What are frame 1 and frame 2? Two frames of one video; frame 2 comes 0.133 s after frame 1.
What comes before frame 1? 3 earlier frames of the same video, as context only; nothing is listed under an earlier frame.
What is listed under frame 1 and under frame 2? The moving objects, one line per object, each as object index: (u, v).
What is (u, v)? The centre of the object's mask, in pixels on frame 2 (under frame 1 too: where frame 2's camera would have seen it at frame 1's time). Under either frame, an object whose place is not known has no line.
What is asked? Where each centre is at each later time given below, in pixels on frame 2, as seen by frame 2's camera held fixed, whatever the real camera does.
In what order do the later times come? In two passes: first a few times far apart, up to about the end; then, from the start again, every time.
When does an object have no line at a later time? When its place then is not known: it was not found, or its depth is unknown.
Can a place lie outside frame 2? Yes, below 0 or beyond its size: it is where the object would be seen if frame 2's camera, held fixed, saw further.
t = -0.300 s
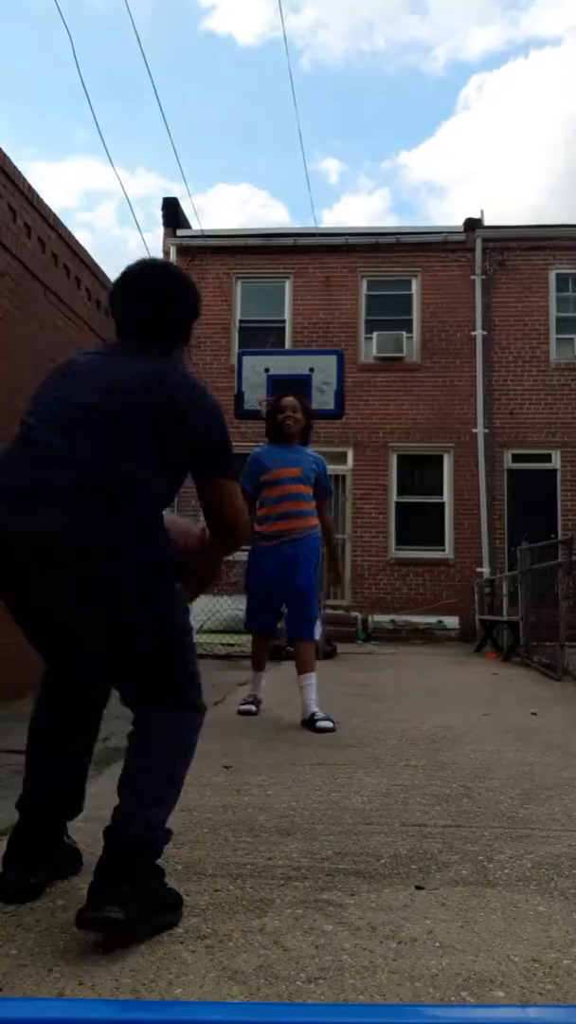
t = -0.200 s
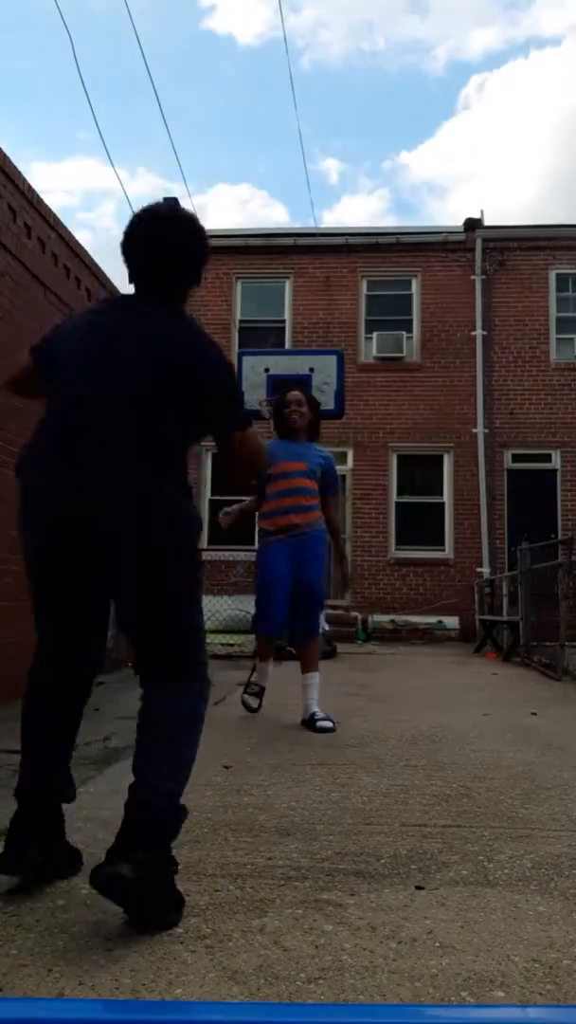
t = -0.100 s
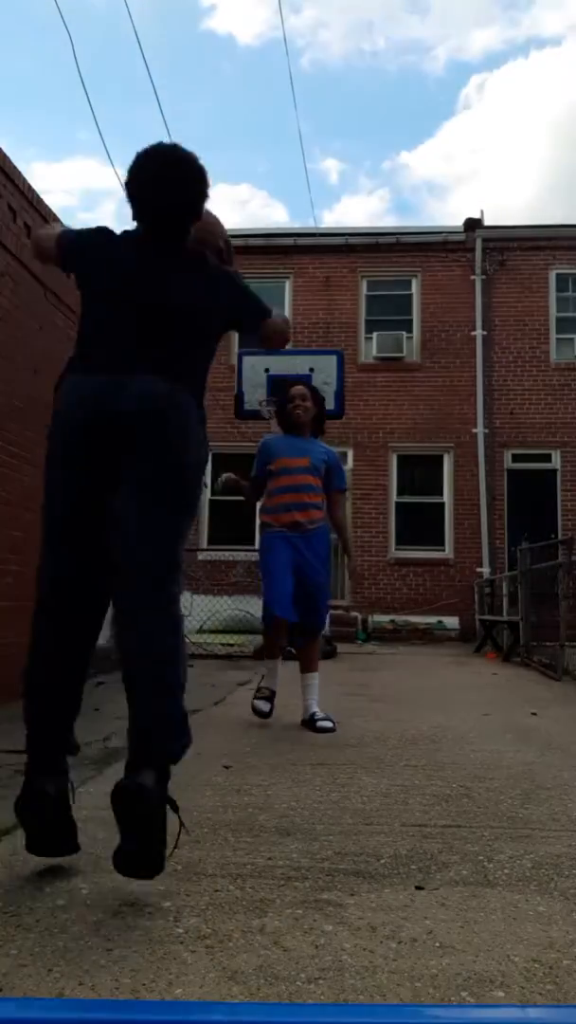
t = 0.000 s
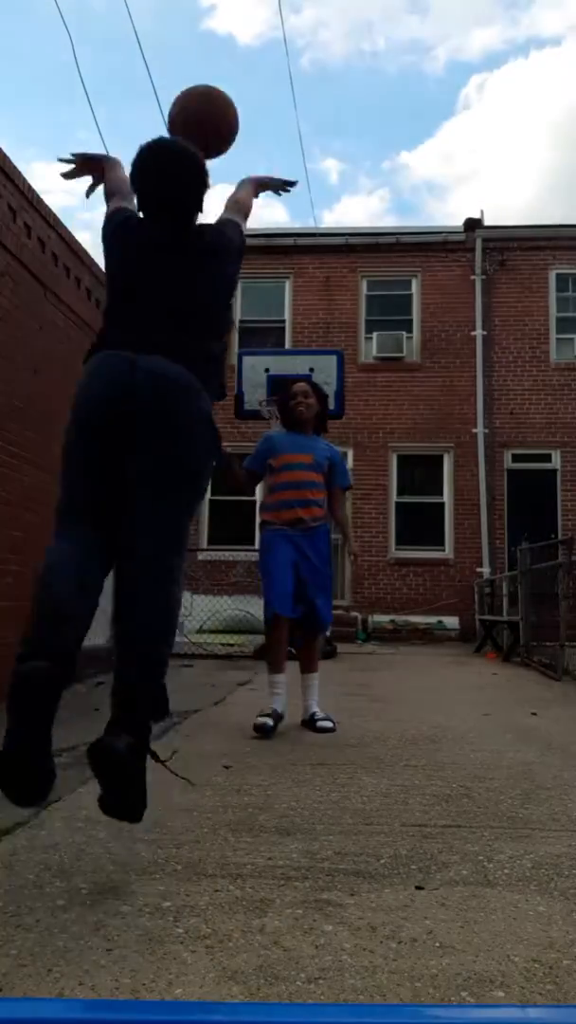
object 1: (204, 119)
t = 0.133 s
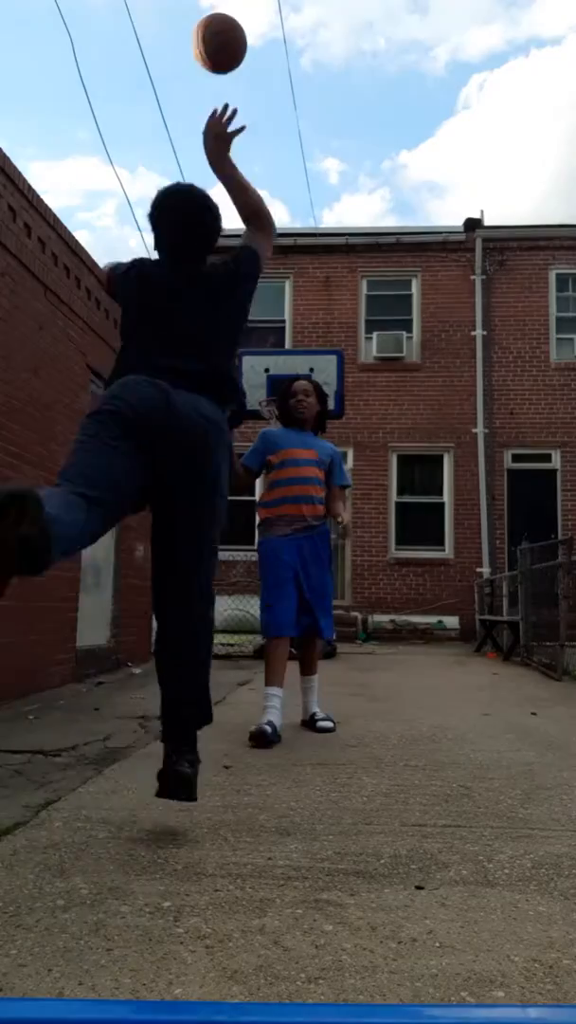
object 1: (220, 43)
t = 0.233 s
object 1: (228, 25)
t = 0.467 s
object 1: (242, 48)
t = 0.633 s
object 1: (248, 98)
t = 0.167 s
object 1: (223, 34)
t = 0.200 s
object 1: (226, 28)
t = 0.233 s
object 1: (228, 25)
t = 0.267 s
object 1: (231, 23)
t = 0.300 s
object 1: (233, 23)
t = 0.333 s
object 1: (235, 26)
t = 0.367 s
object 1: (237, 29)
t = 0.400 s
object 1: (239, 34)
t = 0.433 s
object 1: (241, 40)
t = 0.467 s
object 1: (242, 48)
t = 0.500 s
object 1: (244, 56)
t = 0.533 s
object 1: (245, 65)
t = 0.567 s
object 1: (246, 76)
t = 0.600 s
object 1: (247, 87)
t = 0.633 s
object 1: (248, 98)
